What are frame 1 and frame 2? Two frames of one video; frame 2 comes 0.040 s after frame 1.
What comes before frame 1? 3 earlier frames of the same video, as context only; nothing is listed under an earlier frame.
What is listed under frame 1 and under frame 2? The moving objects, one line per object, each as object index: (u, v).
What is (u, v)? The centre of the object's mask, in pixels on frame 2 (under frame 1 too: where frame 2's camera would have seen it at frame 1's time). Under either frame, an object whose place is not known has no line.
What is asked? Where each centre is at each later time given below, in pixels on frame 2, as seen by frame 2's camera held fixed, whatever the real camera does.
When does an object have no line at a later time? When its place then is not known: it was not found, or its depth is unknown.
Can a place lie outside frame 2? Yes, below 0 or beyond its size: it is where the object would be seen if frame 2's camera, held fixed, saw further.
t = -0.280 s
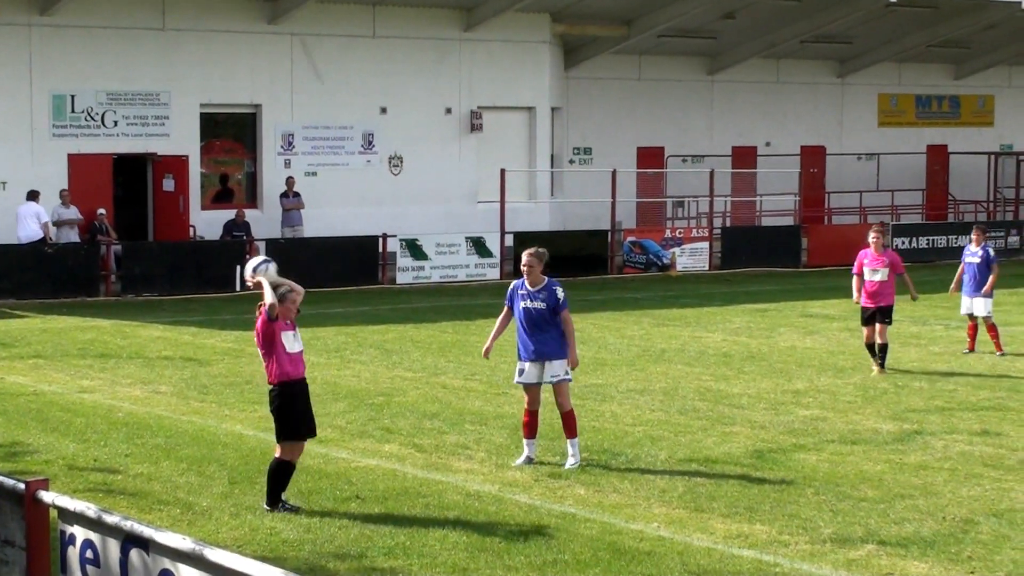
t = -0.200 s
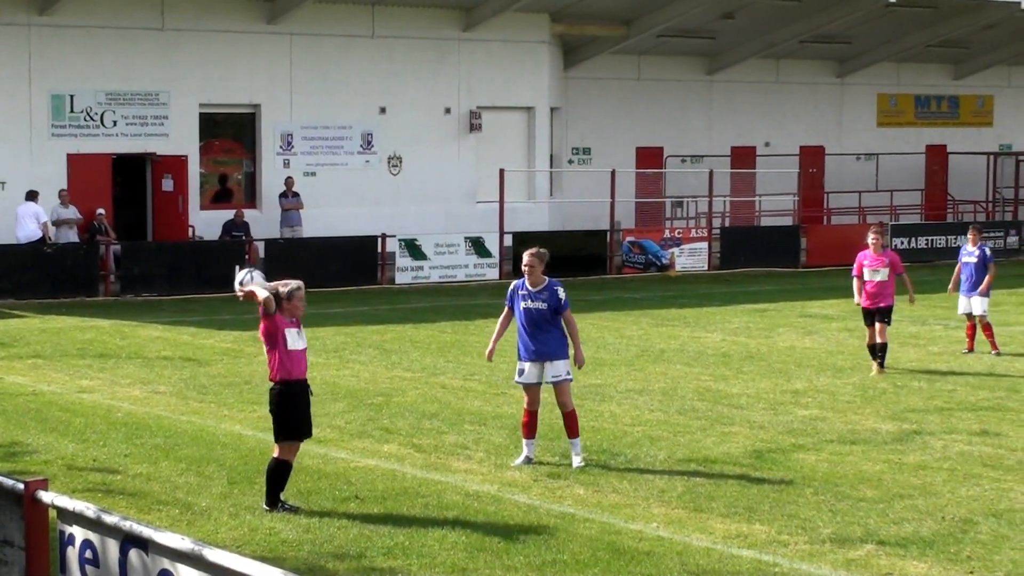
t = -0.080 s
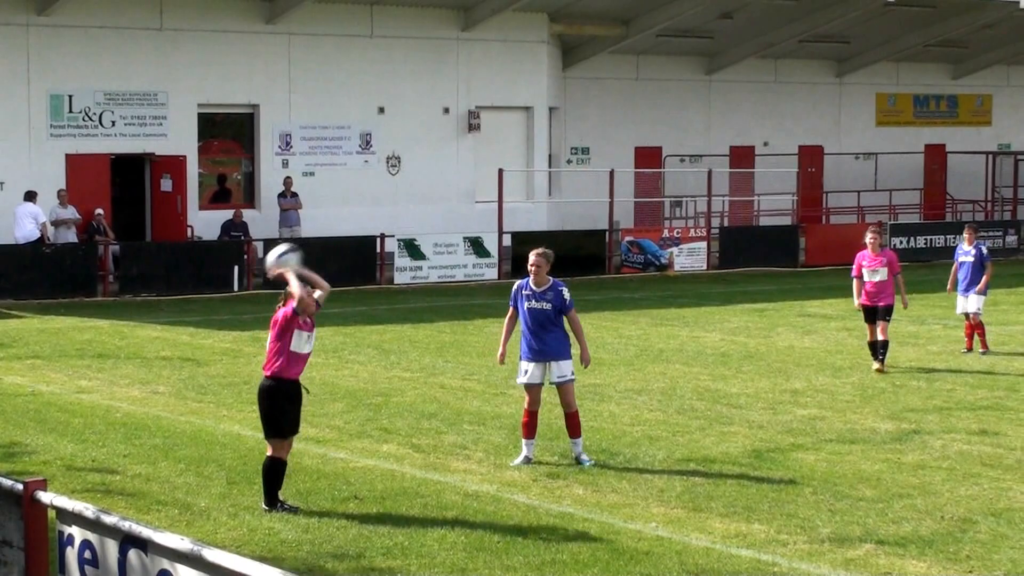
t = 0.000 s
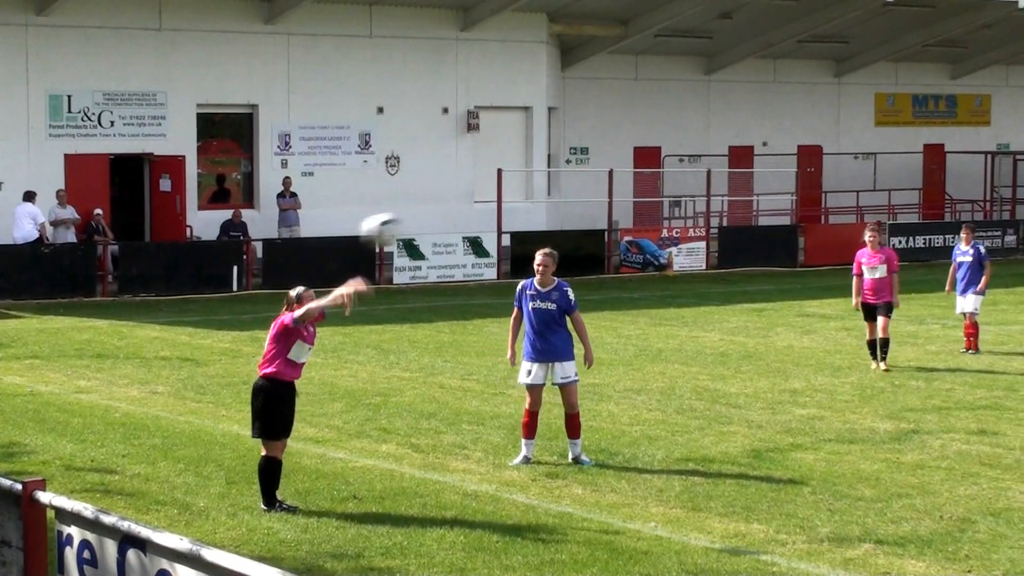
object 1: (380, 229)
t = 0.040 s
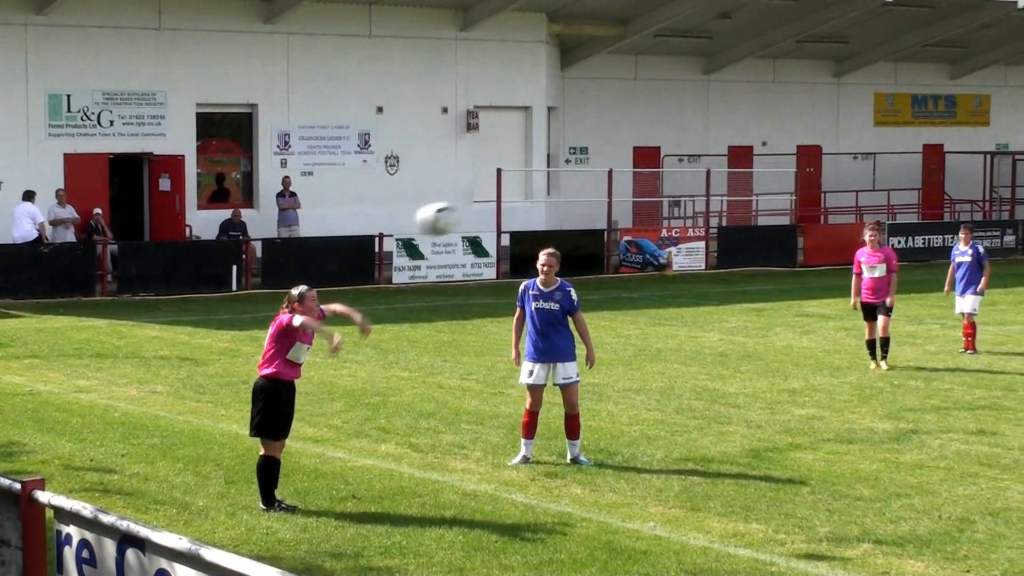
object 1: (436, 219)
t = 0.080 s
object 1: (491, 211)
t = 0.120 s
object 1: (547, 205)
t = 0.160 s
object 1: (601, 204)
